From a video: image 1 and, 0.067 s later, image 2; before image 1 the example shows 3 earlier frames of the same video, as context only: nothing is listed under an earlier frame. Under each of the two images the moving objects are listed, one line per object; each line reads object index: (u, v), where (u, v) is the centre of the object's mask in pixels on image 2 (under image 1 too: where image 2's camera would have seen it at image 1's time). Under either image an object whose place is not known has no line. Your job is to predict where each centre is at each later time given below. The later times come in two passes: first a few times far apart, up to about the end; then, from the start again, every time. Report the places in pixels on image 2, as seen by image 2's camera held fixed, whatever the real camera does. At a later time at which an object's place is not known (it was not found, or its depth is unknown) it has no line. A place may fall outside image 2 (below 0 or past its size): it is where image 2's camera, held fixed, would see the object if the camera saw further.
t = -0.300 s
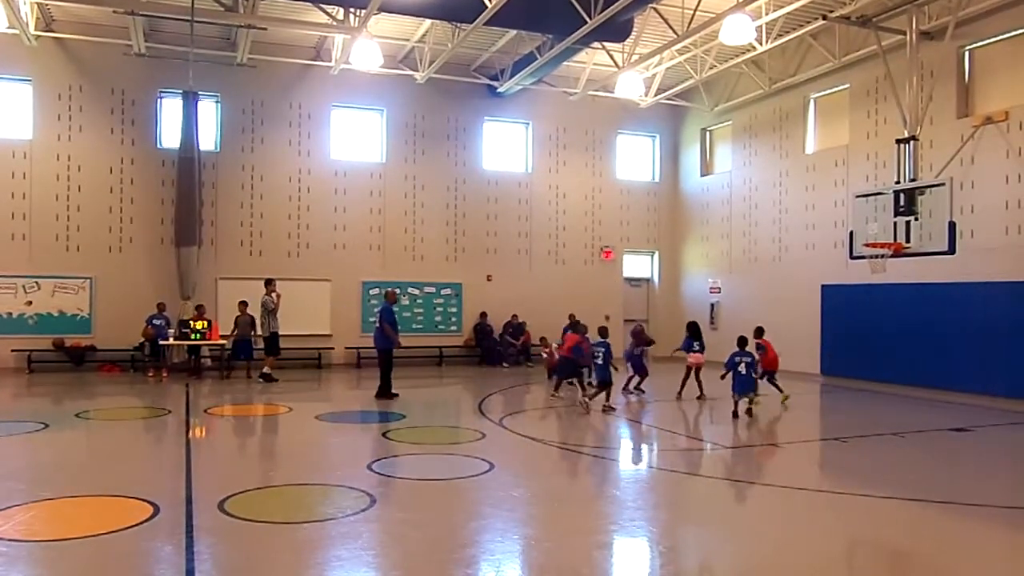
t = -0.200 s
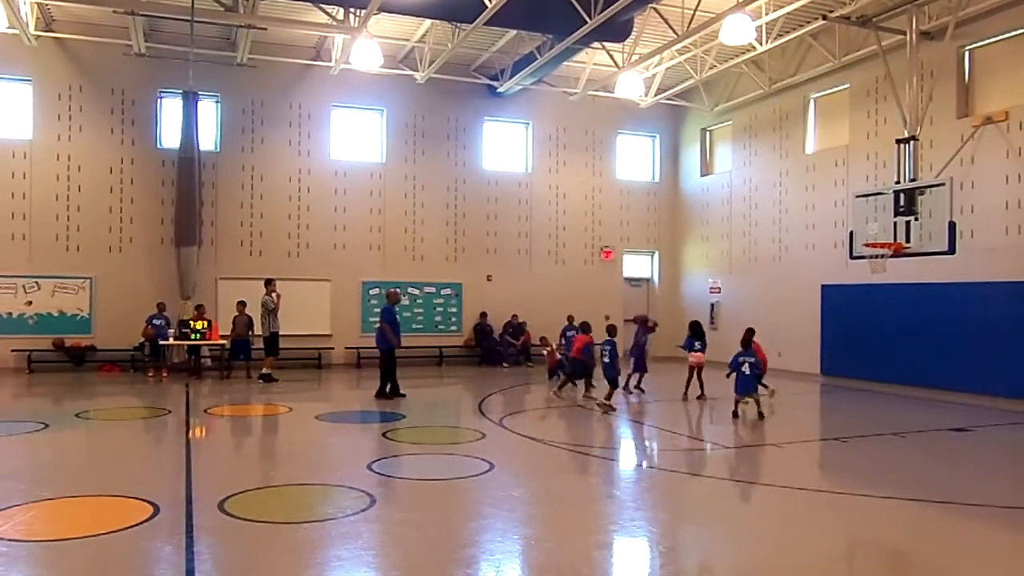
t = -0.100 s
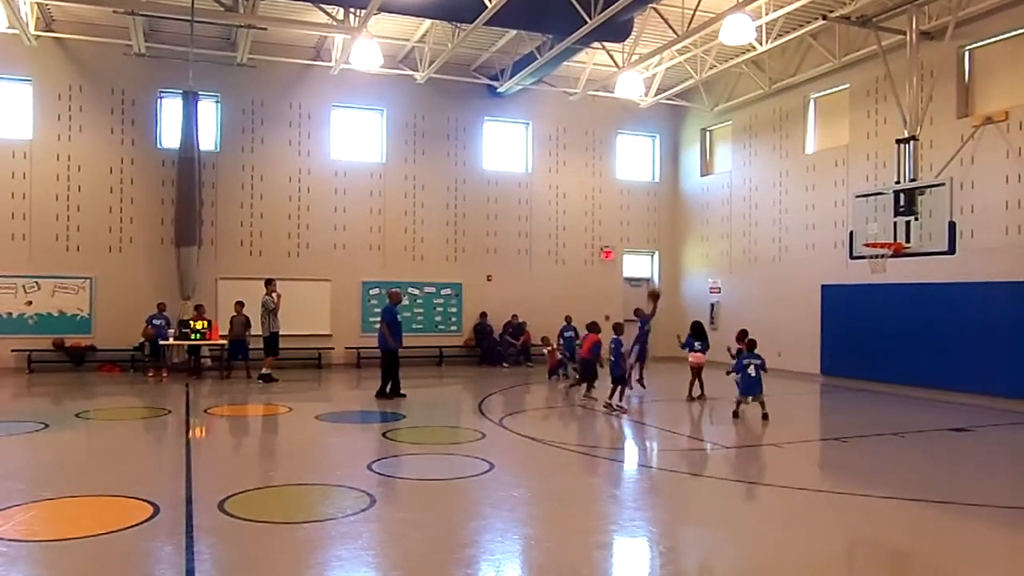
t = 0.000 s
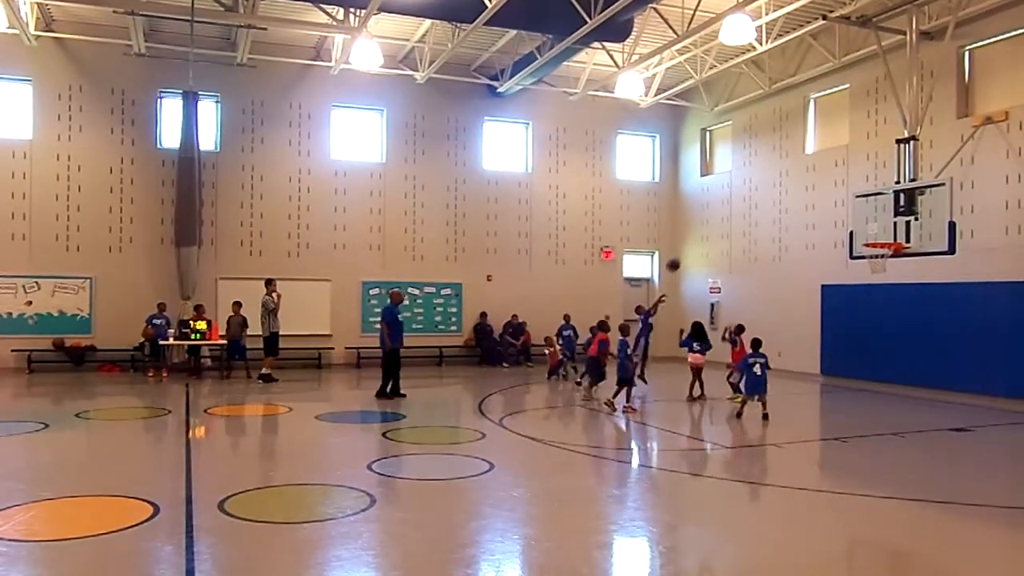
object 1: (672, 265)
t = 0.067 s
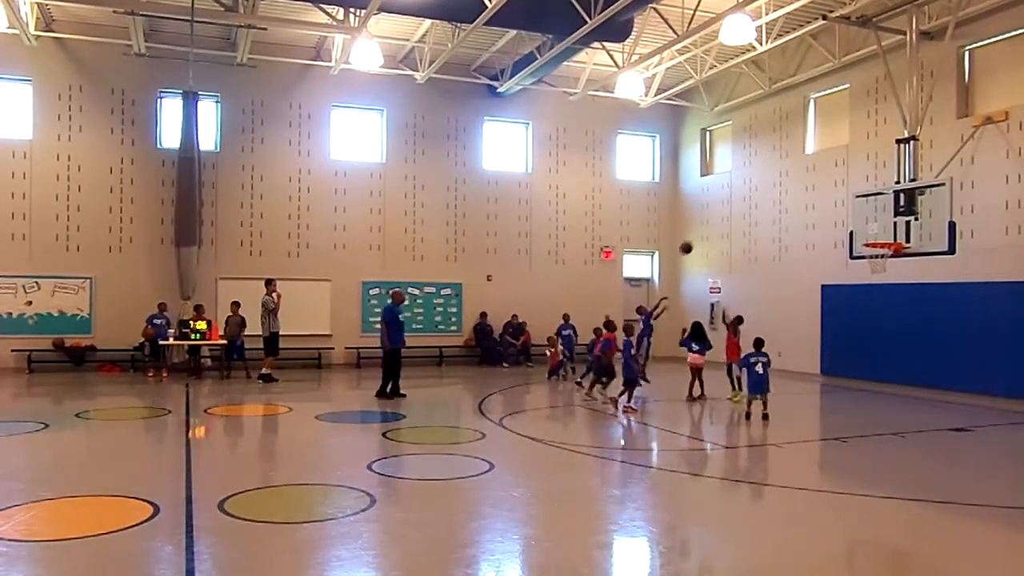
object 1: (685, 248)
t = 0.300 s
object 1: (731, 207)
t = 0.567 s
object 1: (786, 201)
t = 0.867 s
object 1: (848, 247)
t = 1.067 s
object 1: (890, 309)
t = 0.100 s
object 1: (692, 240)
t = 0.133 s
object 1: (699, 233)
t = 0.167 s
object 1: (705, 227)
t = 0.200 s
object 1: (712, 221)
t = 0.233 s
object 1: (719, 216)
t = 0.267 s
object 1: (725, 212)
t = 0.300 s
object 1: (731, 207)
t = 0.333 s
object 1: (738, 204)
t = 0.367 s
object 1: (745, 202)
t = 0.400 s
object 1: (752, 200)
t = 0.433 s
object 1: (759, 199)
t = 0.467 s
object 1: (765, 199)
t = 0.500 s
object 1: (772, 199)
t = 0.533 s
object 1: (779, 200)
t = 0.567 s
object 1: (786, 201)
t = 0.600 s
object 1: (793, 204)
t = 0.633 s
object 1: (800, 207)
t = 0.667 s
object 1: (807, 210)
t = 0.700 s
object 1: (814, 214)
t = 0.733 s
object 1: (820, 220)
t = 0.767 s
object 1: (828, 225)
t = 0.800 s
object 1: (834, 232)
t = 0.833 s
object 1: (841, 239)
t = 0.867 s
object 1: (848, 247)
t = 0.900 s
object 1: (856, 256)
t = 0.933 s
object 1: (863, 266)
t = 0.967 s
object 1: (869, 275)
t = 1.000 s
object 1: (876, 285)
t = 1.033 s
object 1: (883, 297)
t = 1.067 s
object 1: (890, 309)
